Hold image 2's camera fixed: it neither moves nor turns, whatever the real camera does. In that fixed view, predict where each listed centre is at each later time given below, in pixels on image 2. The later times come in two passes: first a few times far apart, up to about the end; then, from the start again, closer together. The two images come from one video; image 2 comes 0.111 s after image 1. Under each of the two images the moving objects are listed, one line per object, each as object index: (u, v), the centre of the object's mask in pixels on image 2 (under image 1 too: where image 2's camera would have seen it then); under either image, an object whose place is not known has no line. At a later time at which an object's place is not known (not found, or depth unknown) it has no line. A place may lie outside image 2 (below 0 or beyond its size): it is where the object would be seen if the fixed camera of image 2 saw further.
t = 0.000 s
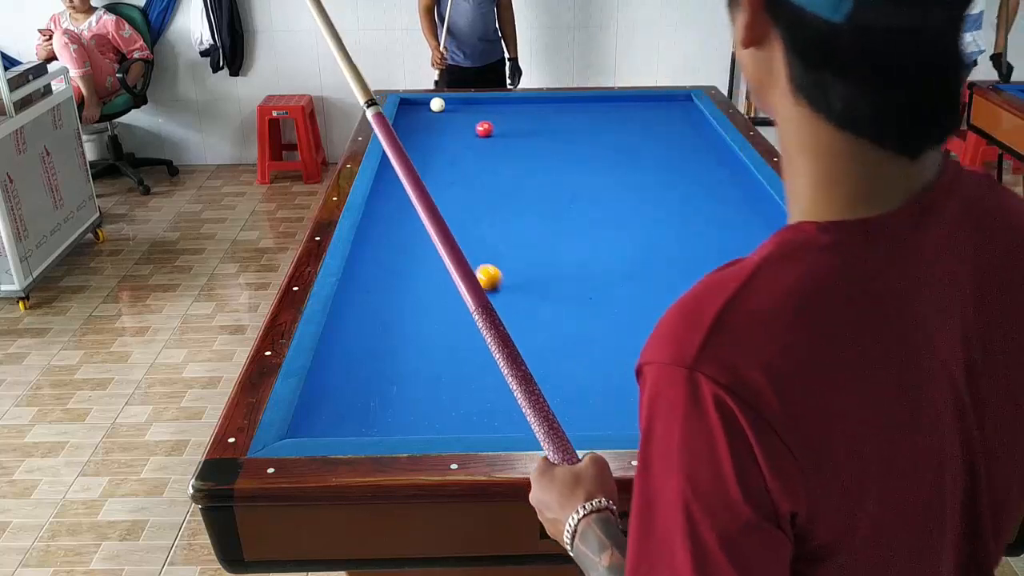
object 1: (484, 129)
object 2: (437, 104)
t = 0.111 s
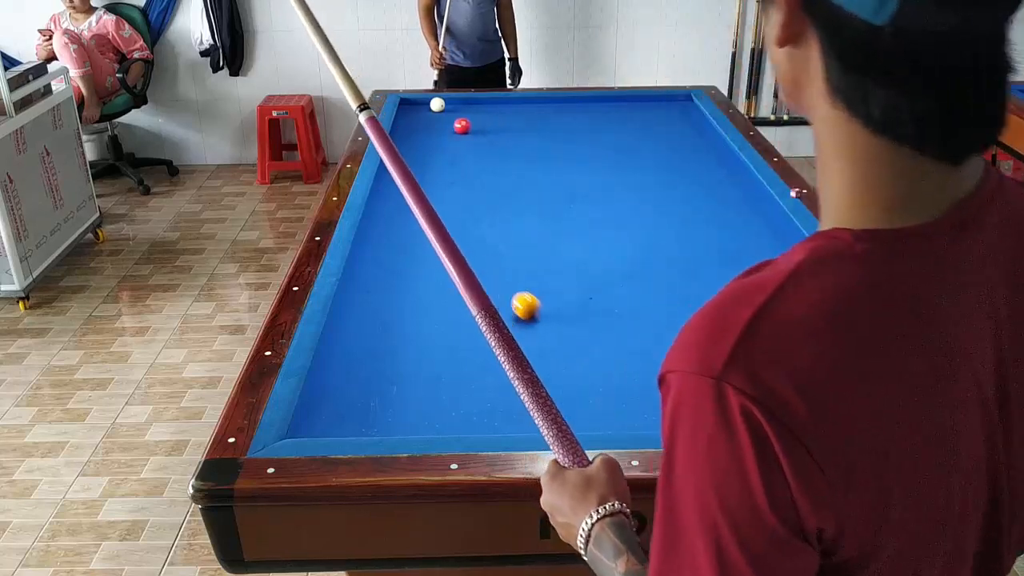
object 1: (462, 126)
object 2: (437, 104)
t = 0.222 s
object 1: (440, 123)
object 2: (437, 104)
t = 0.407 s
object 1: (405, 118)
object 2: (437, 104)
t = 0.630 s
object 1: (425, 114)
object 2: (437, 104)
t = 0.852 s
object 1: (450, 109)
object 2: (437, 104)
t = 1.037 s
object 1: (470, 105)
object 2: (437, 104)
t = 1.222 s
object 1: (488, 102)
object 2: (437, 104)
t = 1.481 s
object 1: (511, 101)
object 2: (437, 104)
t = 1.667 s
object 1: (527, 103)
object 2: (438, 103)
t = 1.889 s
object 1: (545, 104)
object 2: (437, 104)
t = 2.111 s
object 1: (564, 106)
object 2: (437, 104)
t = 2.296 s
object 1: (579, 108)
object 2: (437, 104)
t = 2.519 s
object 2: (437, 104)
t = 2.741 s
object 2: (437, 104)
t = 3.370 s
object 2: (437, 103)
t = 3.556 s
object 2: (437, 104)
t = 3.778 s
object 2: (443, 102)
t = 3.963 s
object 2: (451, 100)
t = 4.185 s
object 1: (694, 122)
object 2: (457, 102)
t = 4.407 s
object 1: (687, 123)
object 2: (463, 103)
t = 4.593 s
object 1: (681, 124)
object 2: (468, 105)
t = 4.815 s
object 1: (675, 126)
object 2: (474, 106)
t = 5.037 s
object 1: (665, 128)
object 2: (479, 108)
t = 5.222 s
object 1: (664, 128)
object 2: (483, 109)
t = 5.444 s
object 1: (655, 129)
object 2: (488, 110)
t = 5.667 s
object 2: (492, 112)
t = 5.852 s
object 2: (496, 112)
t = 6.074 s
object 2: (500, 114)
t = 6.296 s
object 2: (504, 114)
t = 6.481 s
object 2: (507, 115)
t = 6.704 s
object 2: (510, 116)
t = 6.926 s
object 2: (512, 117)
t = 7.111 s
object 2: (514, 117)
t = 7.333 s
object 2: (516, 118)
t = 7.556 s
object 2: (518, 118)
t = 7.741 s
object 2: (519, 118)
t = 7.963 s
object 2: (519, 119)
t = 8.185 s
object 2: (519, 119)
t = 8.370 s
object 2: (519, 119)
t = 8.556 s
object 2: (519, 119)
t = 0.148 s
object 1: (454, 125)
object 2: (437, 104)
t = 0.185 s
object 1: (447, 124)
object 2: (437, 104)
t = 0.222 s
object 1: (440, 123)
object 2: (437, 104)
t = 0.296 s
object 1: (426, 121)
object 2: (437, 104)
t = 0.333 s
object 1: (419, 120)
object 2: (437, 104)
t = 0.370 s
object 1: (412, 119)
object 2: (437, 104)
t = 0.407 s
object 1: (405, 118)
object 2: (437, 104)
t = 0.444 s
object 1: (403, 117)
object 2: (437, 104)
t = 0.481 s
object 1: (408, 117)
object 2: (437, 104)
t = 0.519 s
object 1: (413, 116)
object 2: (437, 104)
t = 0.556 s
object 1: (418, 115)
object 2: (437, 104)
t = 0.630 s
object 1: (425, 114)
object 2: (437, 104)
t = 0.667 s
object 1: (430, 113)
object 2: (438, 103)
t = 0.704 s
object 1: (434, 112)
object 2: (438, 102)
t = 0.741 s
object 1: (438, 111)
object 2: (437, 102)
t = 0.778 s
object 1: (442, 111)
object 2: (436, 103)
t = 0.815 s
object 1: (447, 110)
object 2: (436, 104)
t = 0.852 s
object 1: (450, 109)
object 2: (437, 104)
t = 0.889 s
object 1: (454, 108)
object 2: (437, 104)
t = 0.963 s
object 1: (462, 107)
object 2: (437, 104)
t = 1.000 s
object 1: (466, 106)
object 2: (437, 104)
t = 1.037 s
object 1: (470, 105)
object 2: (437, 104)
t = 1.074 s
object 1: (473, 105)
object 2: (437, 104)
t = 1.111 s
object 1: (477, 104)
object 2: (437, 104)
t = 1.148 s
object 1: (480, 103)
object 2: (437, 104)
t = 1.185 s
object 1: (484, 103)
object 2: (437, 104)
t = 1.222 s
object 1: (488, 102)
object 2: (437, 104)
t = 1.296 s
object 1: (495, 101)
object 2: (437, 104)
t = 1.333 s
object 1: (499, 100)
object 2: (437, 104)
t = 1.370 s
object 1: (502, 100)
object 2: (437, 104)
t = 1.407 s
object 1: (505, 100)
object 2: (437, 104)
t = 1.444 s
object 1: (508, 101)
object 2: (437, 104)
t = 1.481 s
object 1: (511, 101)
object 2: (437, 104)
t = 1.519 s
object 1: (514, 101)
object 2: (437, 104)
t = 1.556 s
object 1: (518, 102)
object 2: (437, 104)
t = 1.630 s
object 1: (524, 102)
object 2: (438, 103)
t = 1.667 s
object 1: (527, 103)
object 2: (438, 103)
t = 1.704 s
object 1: (530, 103)
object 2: (438, 104)
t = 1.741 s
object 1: (533, 103)
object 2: (438, 104)
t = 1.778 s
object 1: (536, 103)
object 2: (437, 104)
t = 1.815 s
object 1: (539, 104)
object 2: (437, 104)
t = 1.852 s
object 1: (542, 104)
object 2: (437, 104)
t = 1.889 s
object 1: (545, 104)
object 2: (437, 104)
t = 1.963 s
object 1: (551, 105)
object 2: (437, 104)
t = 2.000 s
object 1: (555, 105)
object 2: (437, 104)
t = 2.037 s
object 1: (558, 106)
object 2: (437, 104)
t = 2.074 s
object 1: (561, 106)
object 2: (437, 104)
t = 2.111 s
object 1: (564, 106)
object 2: (437, 104)
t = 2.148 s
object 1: (567, 107)
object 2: (437, 104)
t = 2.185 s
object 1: (570, 107)
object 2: (437, 104)
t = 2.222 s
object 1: (573, 107)
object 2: (437, 104)
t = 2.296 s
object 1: (579, 108)
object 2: (437, 104)
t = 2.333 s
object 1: (582, 108)
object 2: (437, 104)
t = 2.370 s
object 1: (583, 109)
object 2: (437, 104)
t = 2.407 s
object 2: (437, 104)
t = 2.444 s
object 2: (437, 104)
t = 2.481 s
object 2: (437, 104)
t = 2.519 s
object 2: (437, 104)
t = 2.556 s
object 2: (437, 104)
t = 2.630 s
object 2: (437, 104)
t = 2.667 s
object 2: (437, 104)
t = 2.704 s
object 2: (437, 104)
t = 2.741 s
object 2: (437, 104)
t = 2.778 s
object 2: (436, 102)
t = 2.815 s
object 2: (435, 99)
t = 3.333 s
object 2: (435, 100)
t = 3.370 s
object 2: (437, 103)
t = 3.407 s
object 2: (437, 104)
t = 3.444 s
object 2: (437, 104)
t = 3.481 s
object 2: (437, 104)
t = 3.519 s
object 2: (437, 104)
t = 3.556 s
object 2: (437, 104)
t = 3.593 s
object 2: (437, 104)
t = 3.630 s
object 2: (437, 104)
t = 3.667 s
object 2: (438, 103)
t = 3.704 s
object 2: (440, 103)
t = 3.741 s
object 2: (441, 103)
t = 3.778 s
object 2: (443, 102)
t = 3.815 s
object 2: (445, 102)
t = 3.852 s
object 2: (446, 101)
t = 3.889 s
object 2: (448, 100)
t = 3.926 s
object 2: (449, 100)
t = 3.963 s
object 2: (451, 100)
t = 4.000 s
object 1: (699, 114)
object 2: (452, 100)
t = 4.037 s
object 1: (698, 117)
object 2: (453, 100)
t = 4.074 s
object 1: (697, 119)
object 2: (454, 101)
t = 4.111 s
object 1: (697, 121)
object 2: (455, 101)
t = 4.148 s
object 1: (696, 121)
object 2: (456, 101)
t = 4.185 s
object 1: (694, 122)
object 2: (457, 102)
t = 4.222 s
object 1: (693, 122)
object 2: (458, 102)
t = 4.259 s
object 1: (692, 122)
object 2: (461, 102)
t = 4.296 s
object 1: (691, 123)
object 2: (459, 102)
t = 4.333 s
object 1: (689, 123)
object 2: (461, 103)
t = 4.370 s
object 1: (688, 123)
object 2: (462, 103)
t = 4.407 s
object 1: (687, 123)
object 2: (463, 103)
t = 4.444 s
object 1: (686, 124)
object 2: (464, 104)
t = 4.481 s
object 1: (685, 124)
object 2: (465, 104)
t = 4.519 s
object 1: (684, 124)
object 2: (466, 104)
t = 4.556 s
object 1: (682, 124)
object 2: (467, 104)
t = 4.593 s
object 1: (681, 124)
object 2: (468, 105)
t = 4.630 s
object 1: (680, 125)
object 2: (469, 105)
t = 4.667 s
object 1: (680, 124)
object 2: (470, 105)
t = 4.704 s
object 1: (674, 127)
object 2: (471, 106)
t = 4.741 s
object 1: (677, 125)
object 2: (472, 106)
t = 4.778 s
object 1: (676, 126)
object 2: (472, 106)
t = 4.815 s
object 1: (675, 126)
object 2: (474, 106)
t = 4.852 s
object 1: (674, 126)
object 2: (474, 107)
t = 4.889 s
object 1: (673, 126)
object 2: (475, 107)
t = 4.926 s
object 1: (671, 126)
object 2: (476, 107)
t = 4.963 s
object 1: (670, 127)
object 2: (477, 107)
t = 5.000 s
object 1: (669, 127)
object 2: (478, 108)
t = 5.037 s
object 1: (665, 128)
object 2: (479, 108)
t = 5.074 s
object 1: (673, 125)
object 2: (479, 108)
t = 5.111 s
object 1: (668, 127)
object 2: (480, 108)
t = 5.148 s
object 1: (665, 127)
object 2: (481, 109)
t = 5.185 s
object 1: (664, 128)
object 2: (482, 109)
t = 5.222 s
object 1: (664, 128)
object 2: (483, 109)
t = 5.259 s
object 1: (663, 128)
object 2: (484, 109)
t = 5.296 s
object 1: (662, 128)
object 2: (484, 109)
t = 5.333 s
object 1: (661, 128)
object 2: (485, 110)
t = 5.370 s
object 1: (660, 128)
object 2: (486, 110)
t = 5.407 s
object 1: (659, 129)
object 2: (487, 110)
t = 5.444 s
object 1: (655, 129)
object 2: (488, 110)
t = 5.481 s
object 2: (489, 110)
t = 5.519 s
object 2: (489, 111)
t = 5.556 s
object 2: (490, 111)
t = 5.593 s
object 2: (491, 111)
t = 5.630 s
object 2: (492, 111)
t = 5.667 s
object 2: (492, 112)
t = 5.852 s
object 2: (496, 112)
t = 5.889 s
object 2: (497, 113)
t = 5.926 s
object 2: (497, 113)
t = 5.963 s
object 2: (498, 113)
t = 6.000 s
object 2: (499, 113)
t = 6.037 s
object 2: (499, 113)
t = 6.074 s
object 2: (500, 114)
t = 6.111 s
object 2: (501, 114)
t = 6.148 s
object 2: (501, 114)
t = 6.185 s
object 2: (502, 114)
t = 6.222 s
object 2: (503, 114)
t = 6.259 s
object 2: (503, 114)
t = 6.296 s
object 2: (504, 114)
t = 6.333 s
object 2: (504, 114)
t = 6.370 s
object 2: (505, 115)
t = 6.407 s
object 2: (506, 115)
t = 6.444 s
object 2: (506, 115)
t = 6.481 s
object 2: (507, 115)
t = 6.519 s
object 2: (507, 115)
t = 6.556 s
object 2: (508, 115)
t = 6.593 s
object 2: (509, 115)
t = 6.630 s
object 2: (509, 116)
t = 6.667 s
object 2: (509, 116)
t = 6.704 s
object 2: (510, 116)
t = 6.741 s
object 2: (510, 116)
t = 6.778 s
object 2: (511, 116)
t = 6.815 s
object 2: (511, 116)
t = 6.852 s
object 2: (511, 117)
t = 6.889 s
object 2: (512, 117)
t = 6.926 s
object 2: (512, 117)
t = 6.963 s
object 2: (513, 117)
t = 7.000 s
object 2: (513, 117)
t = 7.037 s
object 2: (514, 117)
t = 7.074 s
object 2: (514, 117)
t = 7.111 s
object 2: (514, 117)
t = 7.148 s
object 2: (514, 117)
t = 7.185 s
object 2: (515, 117)
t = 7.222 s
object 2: (515, 118)
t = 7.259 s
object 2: (515, 118)
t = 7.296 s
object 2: (516, 118)
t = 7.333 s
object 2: (516, 118)
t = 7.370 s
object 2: (516, 118)
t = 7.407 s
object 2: (517, 118)
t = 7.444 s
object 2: (517, 118)
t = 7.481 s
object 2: (517, 118)
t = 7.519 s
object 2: (517, 118)
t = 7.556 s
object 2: (518, 118)
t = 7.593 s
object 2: (518, 118)
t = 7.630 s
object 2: (518, 118)
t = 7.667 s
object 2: (518, 118)
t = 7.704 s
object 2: (519, 118)
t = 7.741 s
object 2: (519, 118)
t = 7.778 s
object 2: (519, 118)
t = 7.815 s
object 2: (519, 118)
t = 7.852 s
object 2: (519, 119)
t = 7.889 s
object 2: (519, 119)
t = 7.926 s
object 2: (519, 119)
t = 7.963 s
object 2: (519, 119)
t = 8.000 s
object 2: (519, 119)
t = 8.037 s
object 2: (519, 119)
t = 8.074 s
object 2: (519, 119)
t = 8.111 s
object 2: (519, 119)
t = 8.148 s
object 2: (519, 118)
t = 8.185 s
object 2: (519, 119)
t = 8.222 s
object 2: (519, 119)
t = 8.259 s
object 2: (519, 119)
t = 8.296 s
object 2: (519, 119)
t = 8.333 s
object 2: (519, 119)
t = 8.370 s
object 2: (519, 119)
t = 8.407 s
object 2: (519, 119)
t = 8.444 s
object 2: (519, 119)
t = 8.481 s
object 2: (519, 119)
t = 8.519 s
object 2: (519, 119)
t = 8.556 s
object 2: (519, 119)
